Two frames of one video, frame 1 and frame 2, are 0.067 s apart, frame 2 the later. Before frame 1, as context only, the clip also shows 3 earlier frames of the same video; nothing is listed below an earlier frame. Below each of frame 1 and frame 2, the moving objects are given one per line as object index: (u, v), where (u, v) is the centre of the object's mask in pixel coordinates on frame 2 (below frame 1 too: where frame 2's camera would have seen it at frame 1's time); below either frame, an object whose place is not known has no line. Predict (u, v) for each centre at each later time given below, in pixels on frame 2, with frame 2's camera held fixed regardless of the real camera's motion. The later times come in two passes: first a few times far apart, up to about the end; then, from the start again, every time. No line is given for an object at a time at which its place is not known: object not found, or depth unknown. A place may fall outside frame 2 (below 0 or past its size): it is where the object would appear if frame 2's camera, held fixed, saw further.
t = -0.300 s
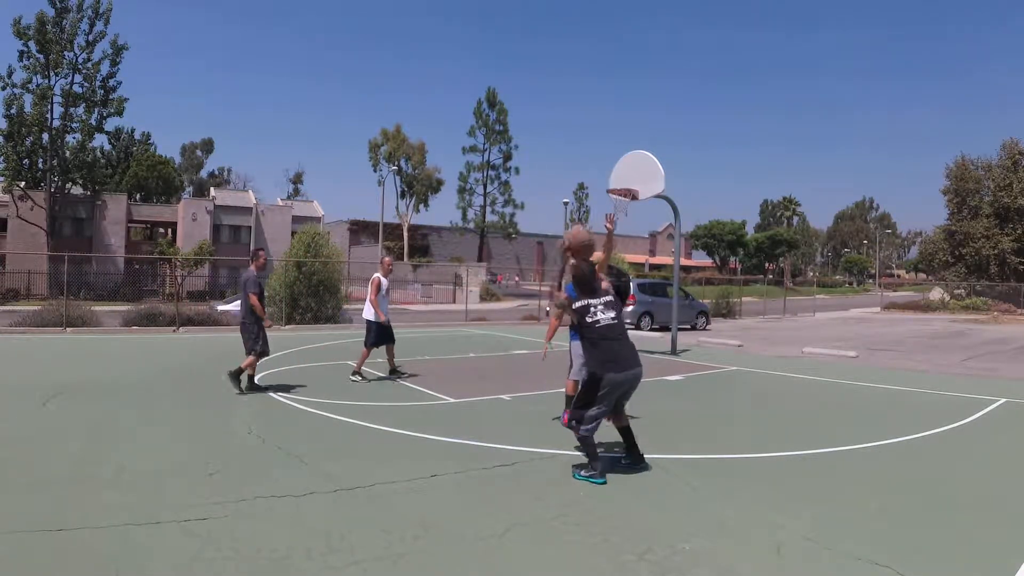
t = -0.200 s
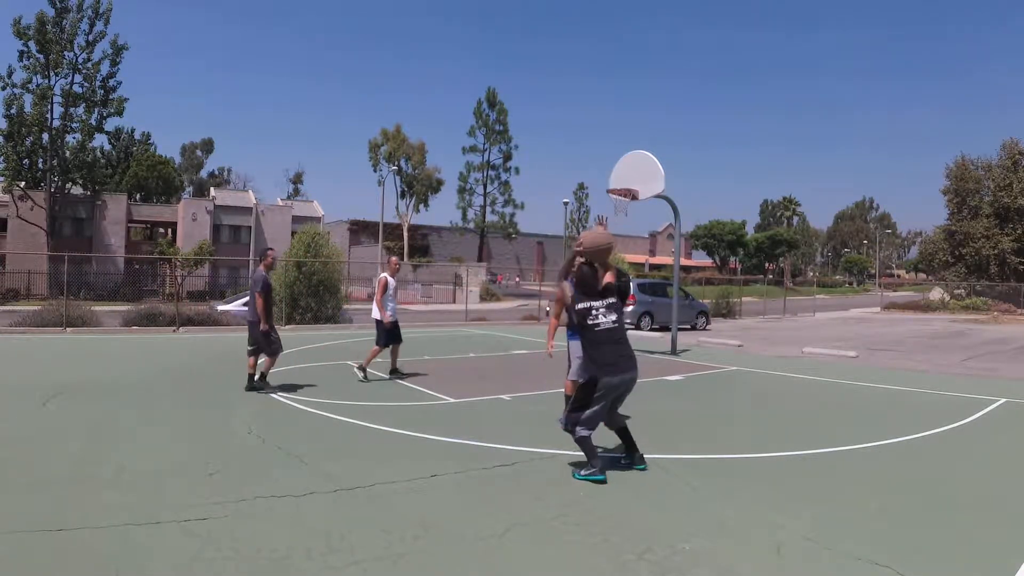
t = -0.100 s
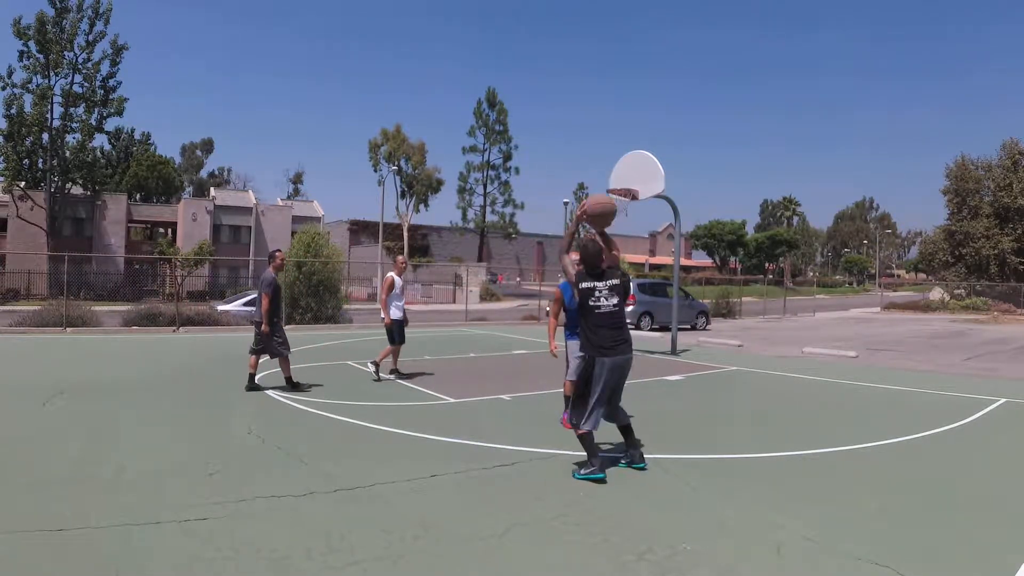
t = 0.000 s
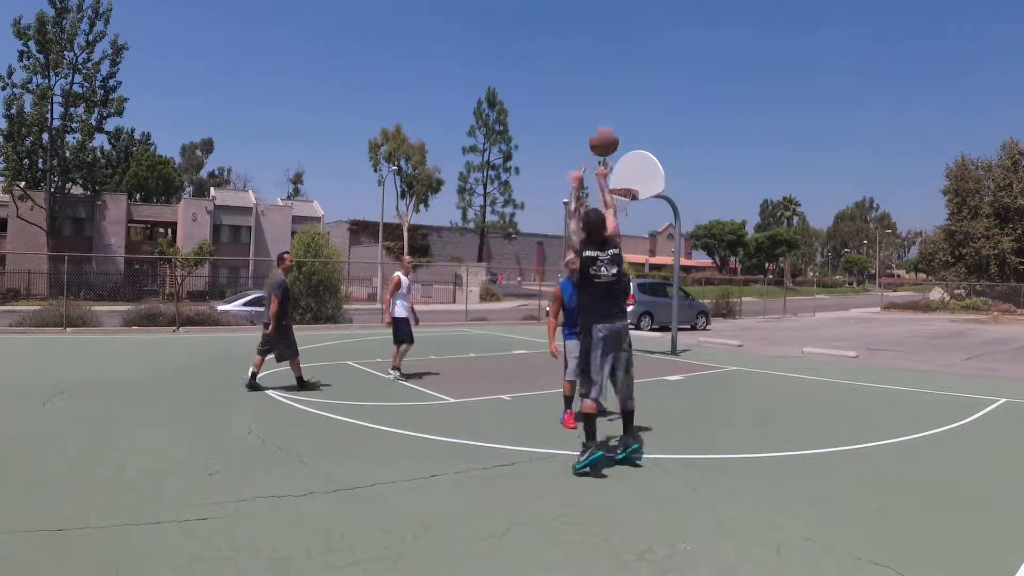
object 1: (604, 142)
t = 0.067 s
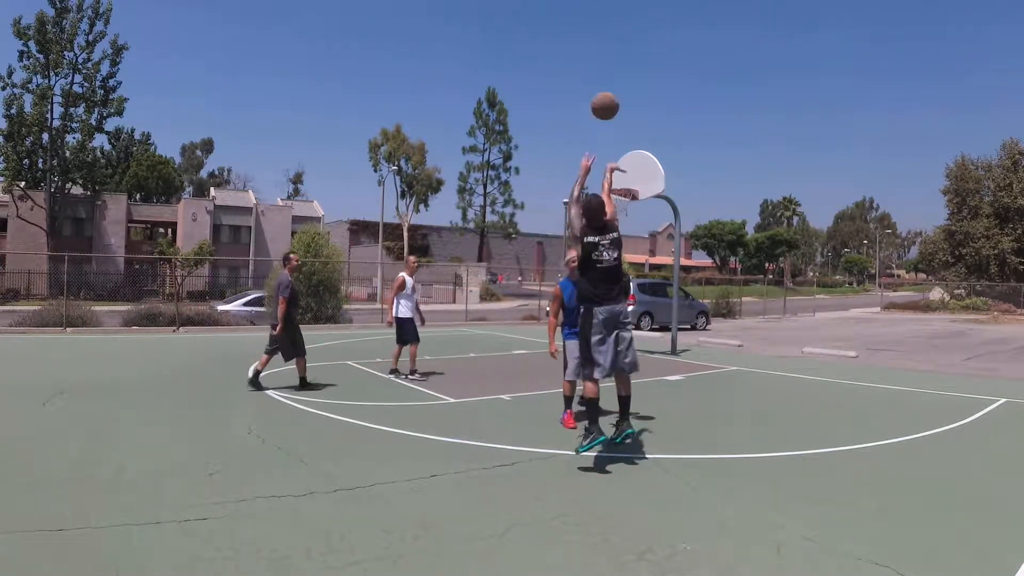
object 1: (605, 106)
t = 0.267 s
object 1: (608, 49)
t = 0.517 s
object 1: (612, 41)
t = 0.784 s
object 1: (616, 77)
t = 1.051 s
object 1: (618, 144)
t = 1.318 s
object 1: (620, 158)
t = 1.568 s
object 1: (622, 141)
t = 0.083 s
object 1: (605, 99)
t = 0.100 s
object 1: (605, 92)
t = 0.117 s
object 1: (605, 86)
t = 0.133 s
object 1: (606, 80)
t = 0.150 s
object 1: (606, 75)
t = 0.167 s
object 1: (606, 70)
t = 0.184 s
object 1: (606, 66)
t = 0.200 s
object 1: (607, 61)
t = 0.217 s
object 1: (607, 58)
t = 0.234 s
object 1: (607, 54)
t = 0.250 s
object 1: (608, 51)
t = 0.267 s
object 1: (608, 49)
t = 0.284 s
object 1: (608, 47)
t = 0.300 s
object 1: (609, 45)
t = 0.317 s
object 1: (609, 44)
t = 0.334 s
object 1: (609, 42)
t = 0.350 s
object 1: (609, 41)
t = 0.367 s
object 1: (610, 40)
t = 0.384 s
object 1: (610, 39)
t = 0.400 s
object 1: (610, 38)
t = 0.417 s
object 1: (610, 38)
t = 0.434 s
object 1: (611, 38)
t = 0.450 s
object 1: (611, 38)
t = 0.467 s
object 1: (611, 38)
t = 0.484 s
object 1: (611, 39)
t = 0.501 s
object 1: (612, 40)
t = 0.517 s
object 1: (612, 41)
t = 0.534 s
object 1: (612, 42)
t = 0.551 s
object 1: (612, 43)
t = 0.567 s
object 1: (613, 44)
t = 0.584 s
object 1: (613, 46)
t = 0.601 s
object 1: (613, 48)
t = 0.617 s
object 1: (613, 49)
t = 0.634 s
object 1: (614, 52)
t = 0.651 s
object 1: (614, 54)
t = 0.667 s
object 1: (614, 56)
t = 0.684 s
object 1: (614, 59)
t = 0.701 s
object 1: (614, 61)
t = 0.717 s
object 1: (615, 64)
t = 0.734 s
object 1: (615, 67)
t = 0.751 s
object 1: (615, 70)
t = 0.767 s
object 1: (615, 73)
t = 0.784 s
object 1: (616, 77)
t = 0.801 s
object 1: (616, 80)
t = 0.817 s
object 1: (616, 84)
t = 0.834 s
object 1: (616, 87)
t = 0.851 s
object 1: (617, 91)
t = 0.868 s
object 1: (617, 95)
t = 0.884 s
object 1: (617, 99)
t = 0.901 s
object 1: (617, 103)
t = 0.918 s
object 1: (618, 107)
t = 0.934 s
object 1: (617, 112)
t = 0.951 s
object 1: (617, 116)
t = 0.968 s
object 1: (618, 121)
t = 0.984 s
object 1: (618, 125)
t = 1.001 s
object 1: (618, 130)
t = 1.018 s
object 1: (618, 135)
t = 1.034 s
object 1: (618, 139)
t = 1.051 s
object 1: (618, 144)
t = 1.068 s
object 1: (619, 150)
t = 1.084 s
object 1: (619, 155)
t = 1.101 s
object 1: (619, 161)
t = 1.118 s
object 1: (620, 166)
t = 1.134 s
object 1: (619, 170)
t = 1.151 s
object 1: (619, 177)
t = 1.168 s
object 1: (619, 182)
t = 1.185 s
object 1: (619, 182)
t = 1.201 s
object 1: (619, 177)
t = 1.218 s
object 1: (619, 174)
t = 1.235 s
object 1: (620, 170)
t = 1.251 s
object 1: (620, 168)
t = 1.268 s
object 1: (620, 165)
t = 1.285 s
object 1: (620, 162)
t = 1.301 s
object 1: (620, 160)
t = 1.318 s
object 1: (620, 158)
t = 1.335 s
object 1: (620, 156)
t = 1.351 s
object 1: (620, 153)
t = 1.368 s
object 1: (621, 151)
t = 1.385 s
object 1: (621, 149)
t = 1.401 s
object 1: (621, 147)
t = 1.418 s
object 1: (621, 146)
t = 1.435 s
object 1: (621, 145)
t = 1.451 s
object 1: (621, 144)
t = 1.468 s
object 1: (621, 143)
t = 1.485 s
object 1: (621, 142)
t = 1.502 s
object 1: (621, 141)
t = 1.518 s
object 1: (621, 141)
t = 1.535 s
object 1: (621, 141)
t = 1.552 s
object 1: (622, 141)
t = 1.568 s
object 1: (622, 141)
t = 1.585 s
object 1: (622, 141)
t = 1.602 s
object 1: (622, 141)
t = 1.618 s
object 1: (622, 141)
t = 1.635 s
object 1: (622, 141)
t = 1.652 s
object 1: (622, 142)
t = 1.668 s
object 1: (622, 143)
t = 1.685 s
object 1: (622, 144)
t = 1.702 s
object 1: (622, 145)
